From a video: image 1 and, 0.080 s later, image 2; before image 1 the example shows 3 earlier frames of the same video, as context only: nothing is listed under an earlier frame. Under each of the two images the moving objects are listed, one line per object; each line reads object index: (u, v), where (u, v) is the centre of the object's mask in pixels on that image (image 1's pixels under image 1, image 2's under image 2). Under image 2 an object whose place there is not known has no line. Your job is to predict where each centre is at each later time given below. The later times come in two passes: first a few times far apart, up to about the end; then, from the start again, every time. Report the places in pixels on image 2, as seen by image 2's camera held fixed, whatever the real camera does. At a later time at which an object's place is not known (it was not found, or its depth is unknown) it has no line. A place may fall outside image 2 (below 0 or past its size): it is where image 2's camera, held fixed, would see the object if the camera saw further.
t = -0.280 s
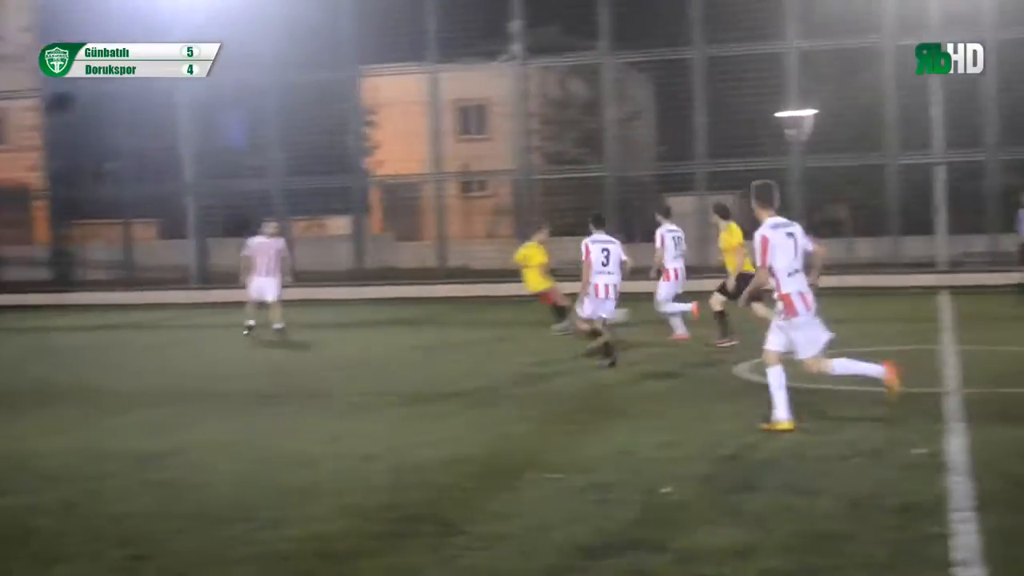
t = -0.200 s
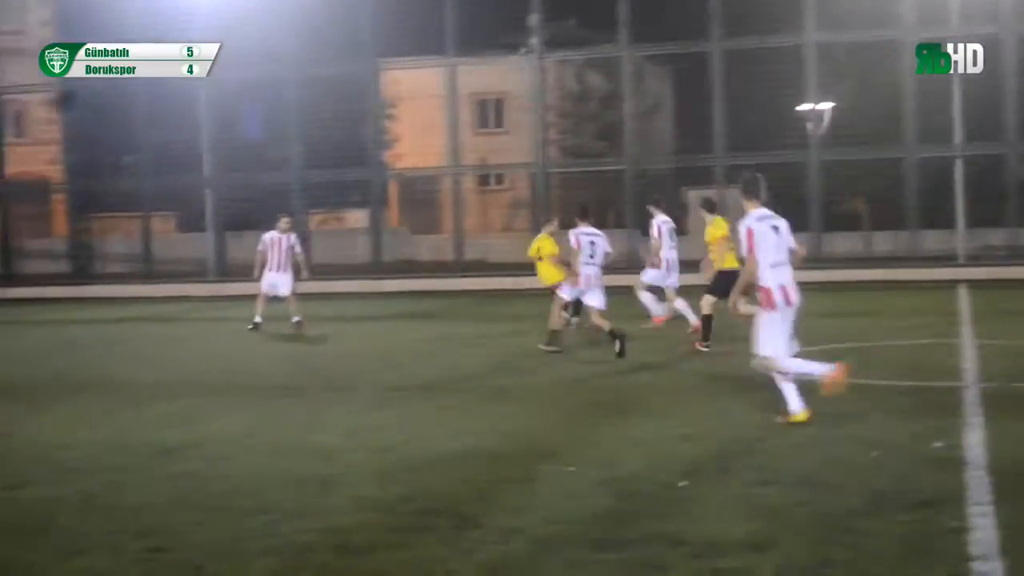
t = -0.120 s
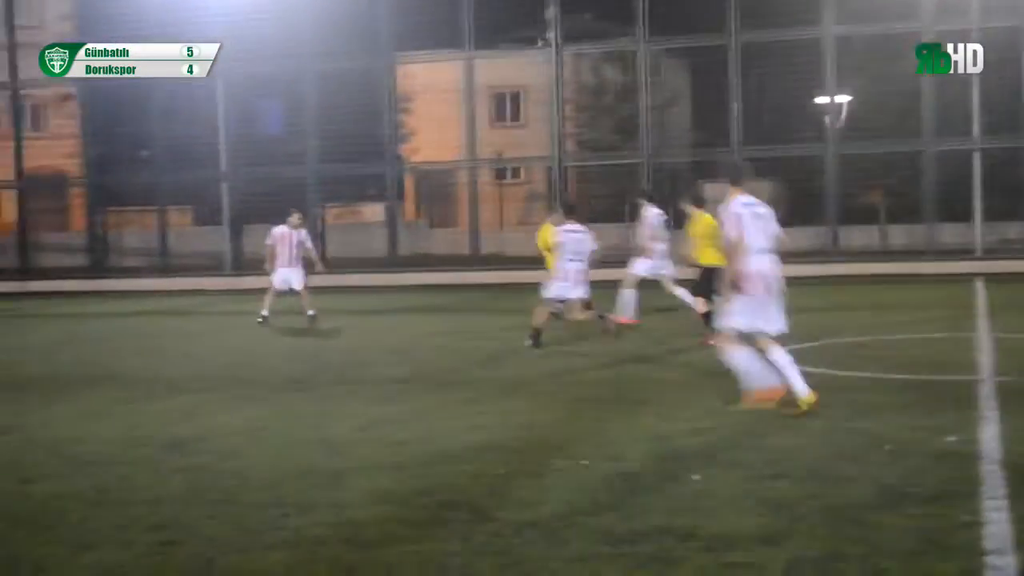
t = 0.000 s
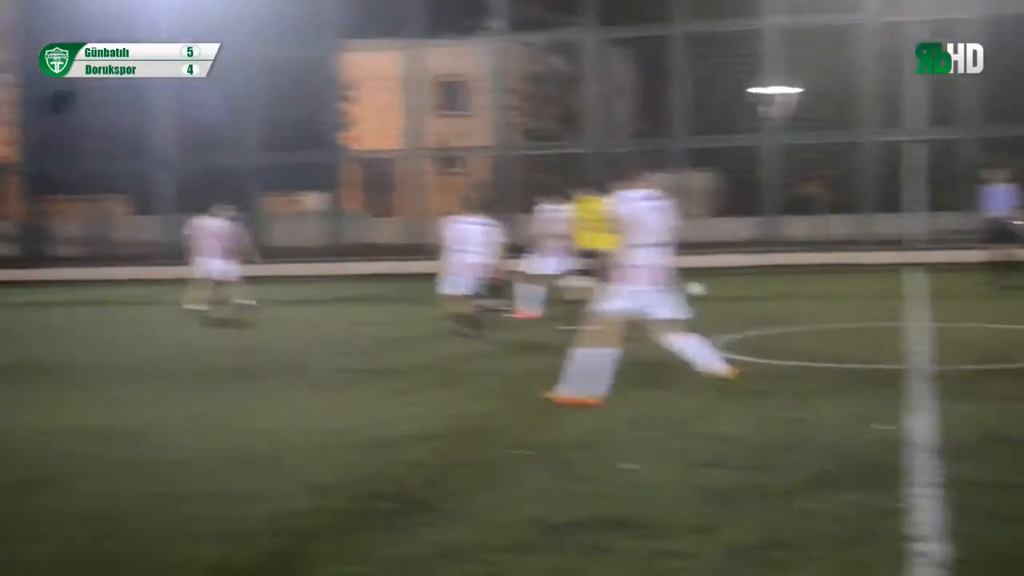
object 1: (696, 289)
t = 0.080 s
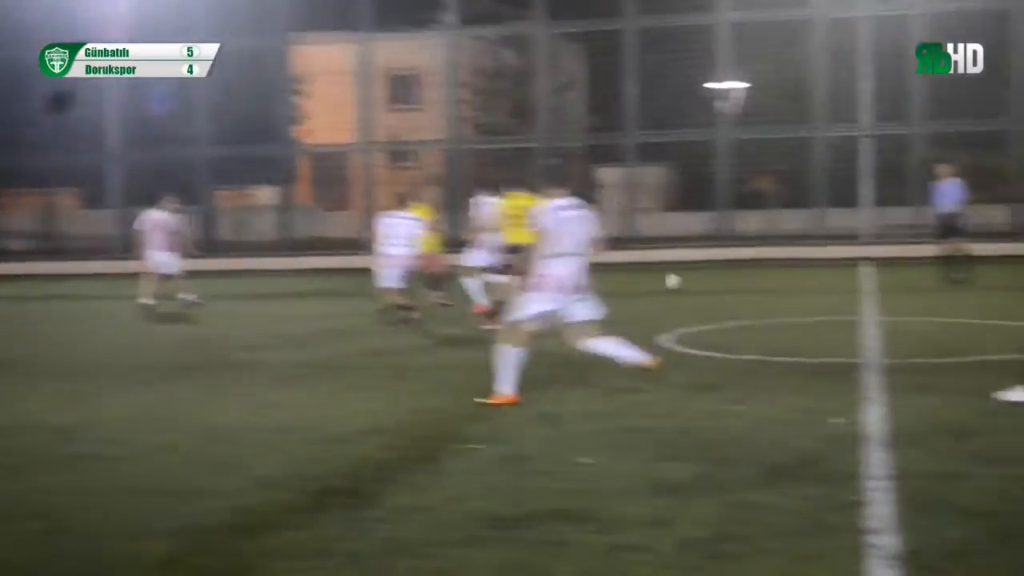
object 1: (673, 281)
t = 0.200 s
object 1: (701, 279)
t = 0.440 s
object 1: (742, 275)
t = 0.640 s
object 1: (774, 273)
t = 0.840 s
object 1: (801, 270)
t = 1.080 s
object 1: (832, 266)
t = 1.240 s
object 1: (851, 264)
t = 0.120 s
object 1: (683, 281)
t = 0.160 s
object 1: (692, 279)
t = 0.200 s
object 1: (701, 279)
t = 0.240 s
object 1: (707, 279)
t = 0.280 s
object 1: (716, 279)
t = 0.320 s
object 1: (724, 278)
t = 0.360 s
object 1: (730, 277)
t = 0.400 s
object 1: (736, 276)
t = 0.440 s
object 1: (742, 275)
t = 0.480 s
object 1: (747, 274)
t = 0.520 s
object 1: (755, 274)
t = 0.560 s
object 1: (761, 273)
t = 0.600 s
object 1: (768, 273)
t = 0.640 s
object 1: (774, 273)
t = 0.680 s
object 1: (779, 271)
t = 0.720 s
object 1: (784, 271)
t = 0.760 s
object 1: (790, 270)
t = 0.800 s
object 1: (796, 270)
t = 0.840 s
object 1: (801, 270)
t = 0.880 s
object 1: (807, 268)
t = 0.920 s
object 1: (811, 268)
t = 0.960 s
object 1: (816, 268)
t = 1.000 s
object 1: (821, 267)
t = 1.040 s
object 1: (826, 267)
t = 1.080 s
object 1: (832, 266)
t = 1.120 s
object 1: (839, 265)
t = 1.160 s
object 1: (842, 264)
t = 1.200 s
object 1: (846, 264)
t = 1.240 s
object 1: (851, 264)
